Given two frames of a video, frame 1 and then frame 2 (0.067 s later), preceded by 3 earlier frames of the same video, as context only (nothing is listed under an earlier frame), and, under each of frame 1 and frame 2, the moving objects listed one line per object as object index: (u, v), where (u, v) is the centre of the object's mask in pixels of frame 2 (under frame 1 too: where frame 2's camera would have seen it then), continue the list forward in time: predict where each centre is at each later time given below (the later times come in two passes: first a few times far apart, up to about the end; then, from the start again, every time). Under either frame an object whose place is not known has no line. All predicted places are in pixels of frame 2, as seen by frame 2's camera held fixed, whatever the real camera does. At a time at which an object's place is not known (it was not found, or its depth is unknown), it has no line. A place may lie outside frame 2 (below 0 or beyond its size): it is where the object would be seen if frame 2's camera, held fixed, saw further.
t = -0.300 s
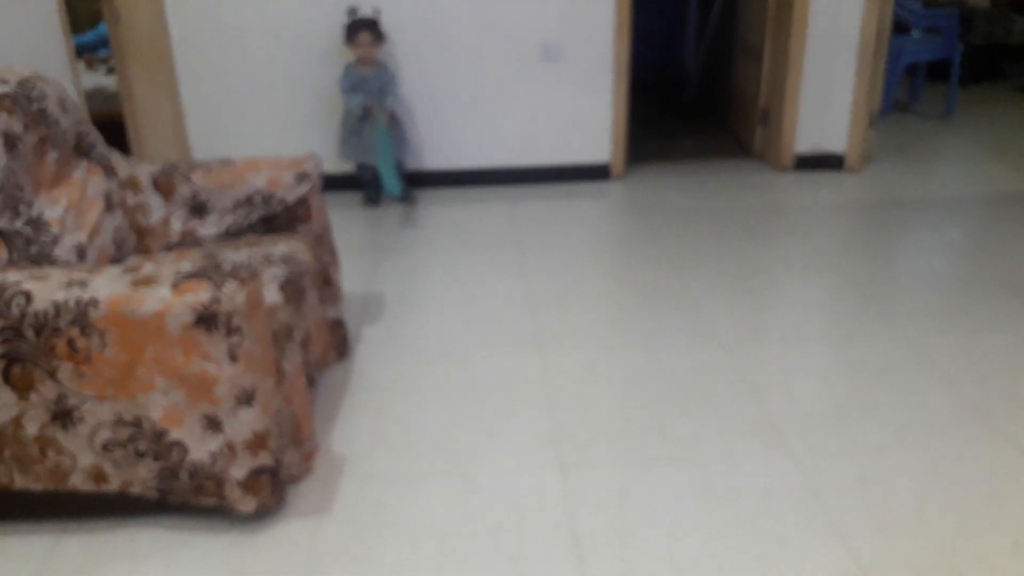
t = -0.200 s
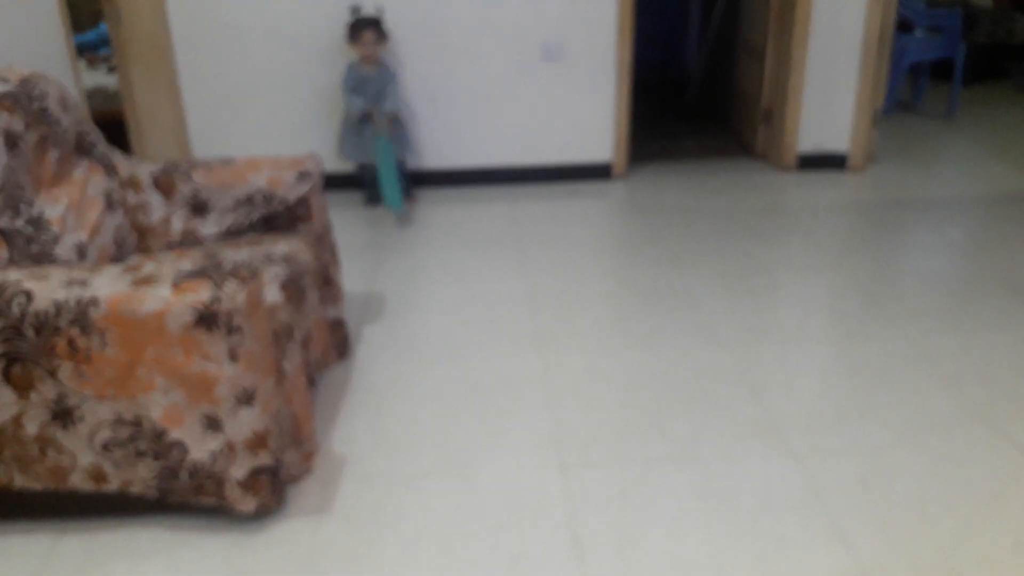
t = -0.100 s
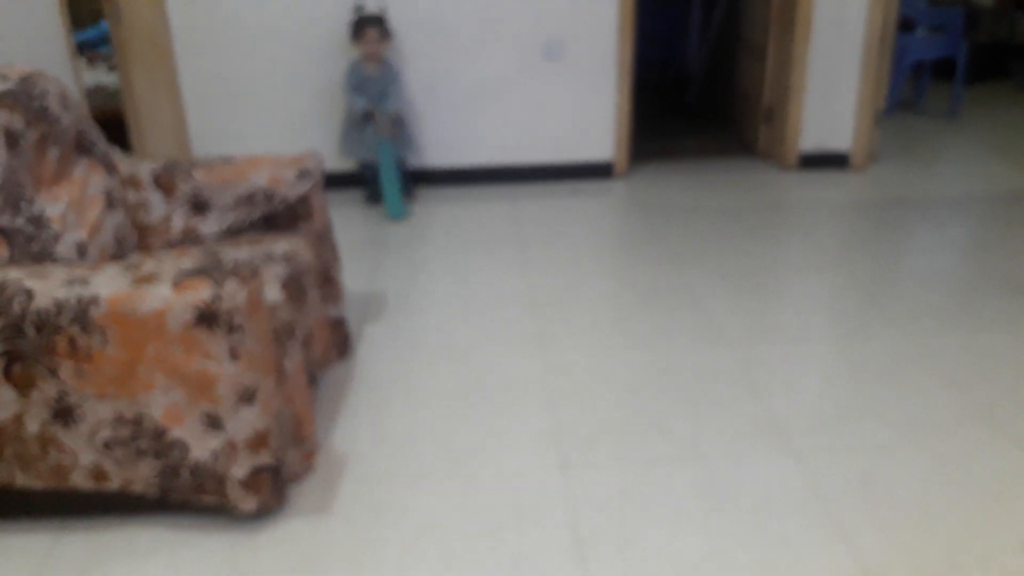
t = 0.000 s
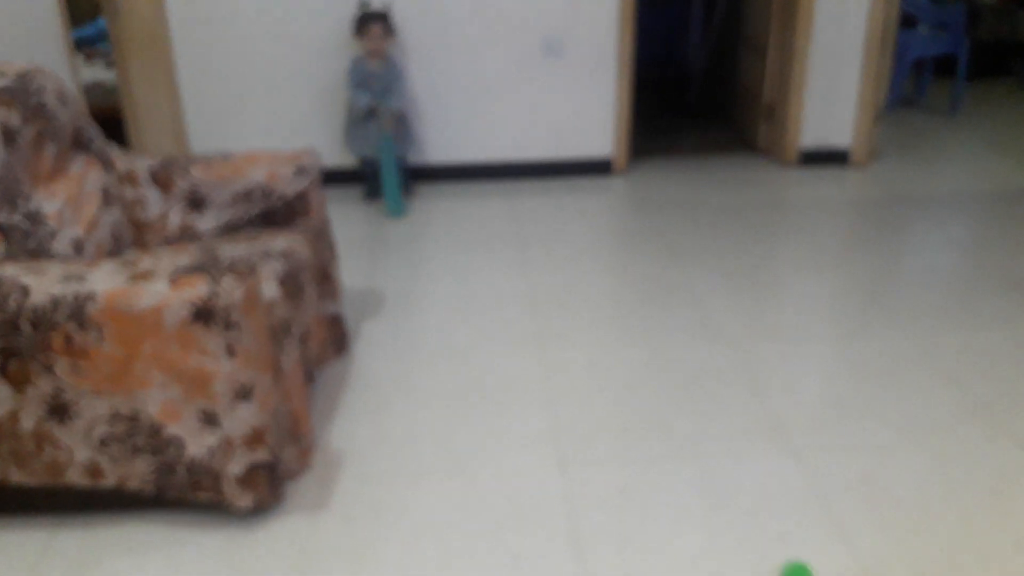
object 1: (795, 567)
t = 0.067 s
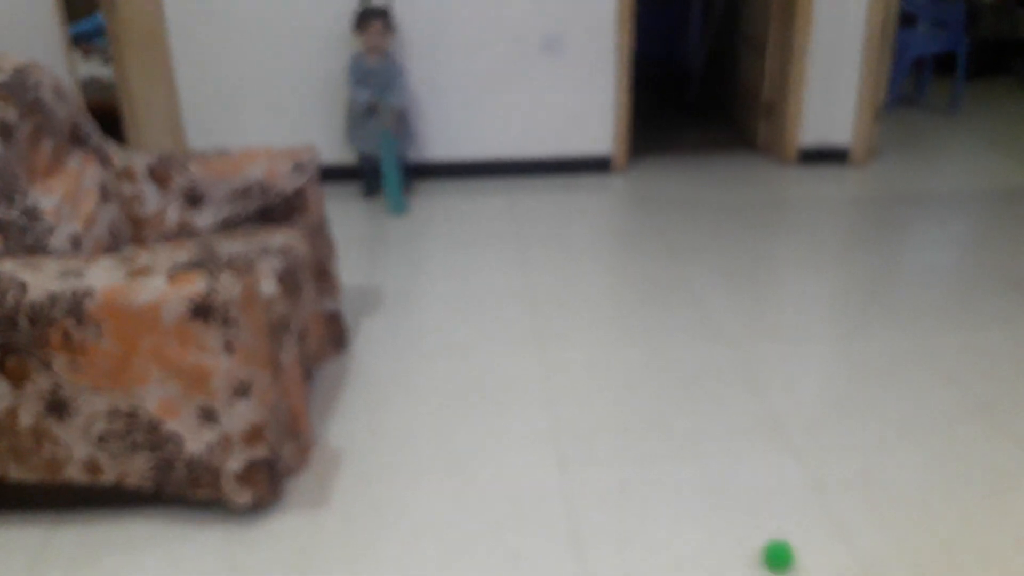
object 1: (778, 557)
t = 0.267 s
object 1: (725, 501)
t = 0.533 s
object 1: (668, 444)
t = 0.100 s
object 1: (769, 546)
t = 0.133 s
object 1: (759, 537)
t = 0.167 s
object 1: (750, 527)
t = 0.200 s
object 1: (741, 518)
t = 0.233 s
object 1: (734, 509)
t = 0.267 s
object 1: (725, 501)
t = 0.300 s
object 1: (717, 493)
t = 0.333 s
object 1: (709, 486)
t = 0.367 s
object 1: (702, 479)
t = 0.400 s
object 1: (695, 470)
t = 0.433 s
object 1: (689, 462)
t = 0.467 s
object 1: (681, 456)
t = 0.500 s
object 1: (675, 449)
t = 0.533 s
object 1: (668, 444)
